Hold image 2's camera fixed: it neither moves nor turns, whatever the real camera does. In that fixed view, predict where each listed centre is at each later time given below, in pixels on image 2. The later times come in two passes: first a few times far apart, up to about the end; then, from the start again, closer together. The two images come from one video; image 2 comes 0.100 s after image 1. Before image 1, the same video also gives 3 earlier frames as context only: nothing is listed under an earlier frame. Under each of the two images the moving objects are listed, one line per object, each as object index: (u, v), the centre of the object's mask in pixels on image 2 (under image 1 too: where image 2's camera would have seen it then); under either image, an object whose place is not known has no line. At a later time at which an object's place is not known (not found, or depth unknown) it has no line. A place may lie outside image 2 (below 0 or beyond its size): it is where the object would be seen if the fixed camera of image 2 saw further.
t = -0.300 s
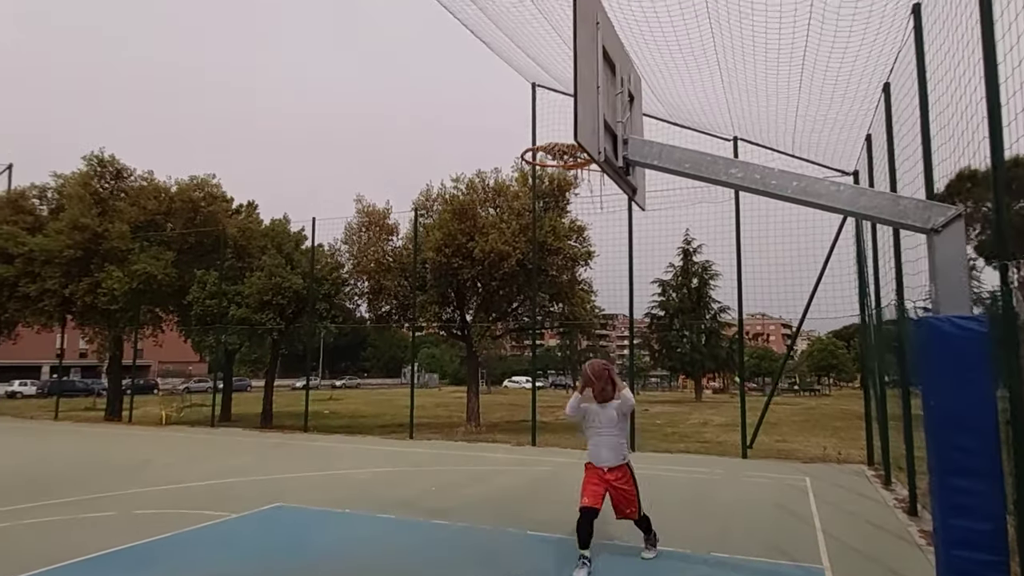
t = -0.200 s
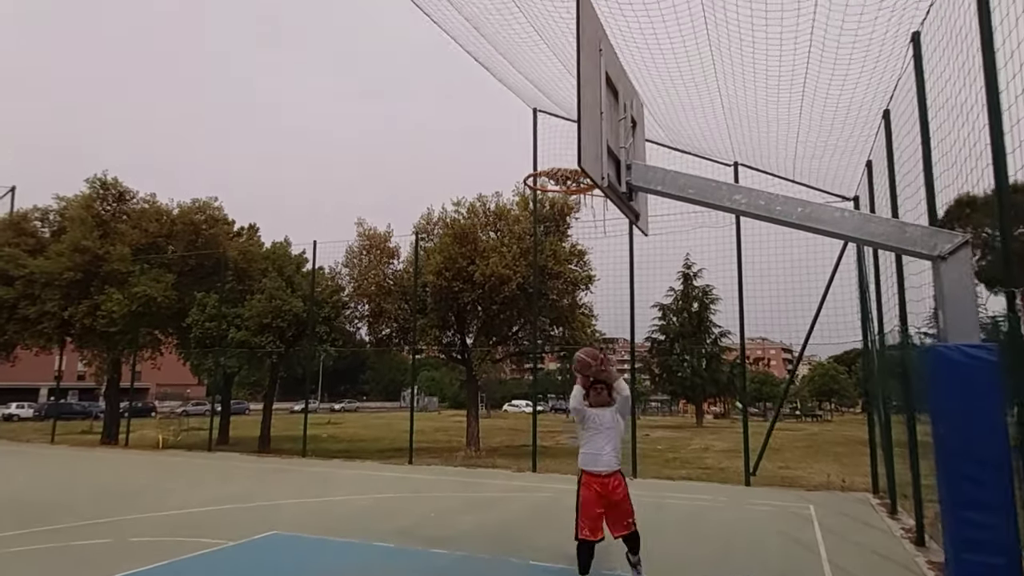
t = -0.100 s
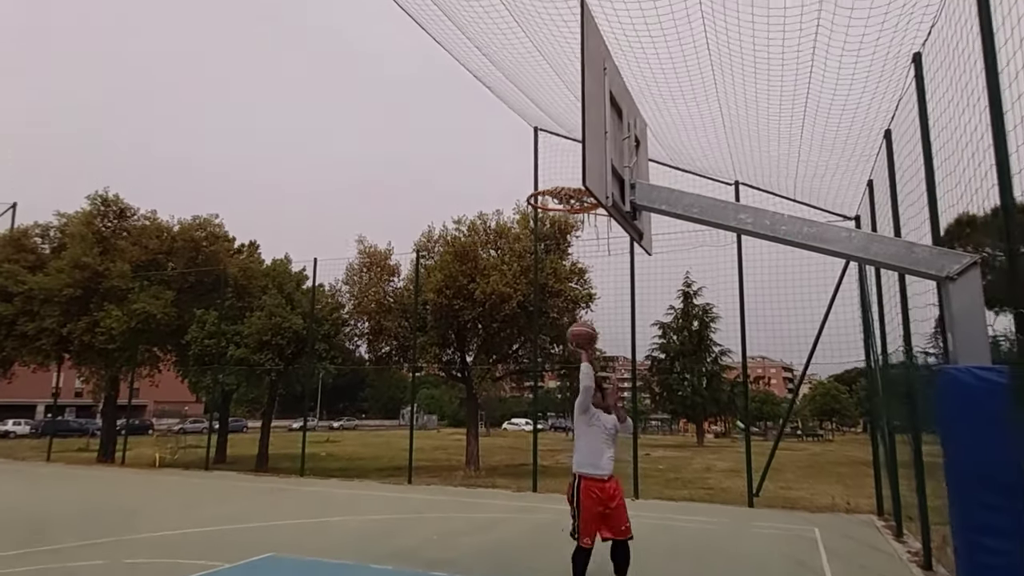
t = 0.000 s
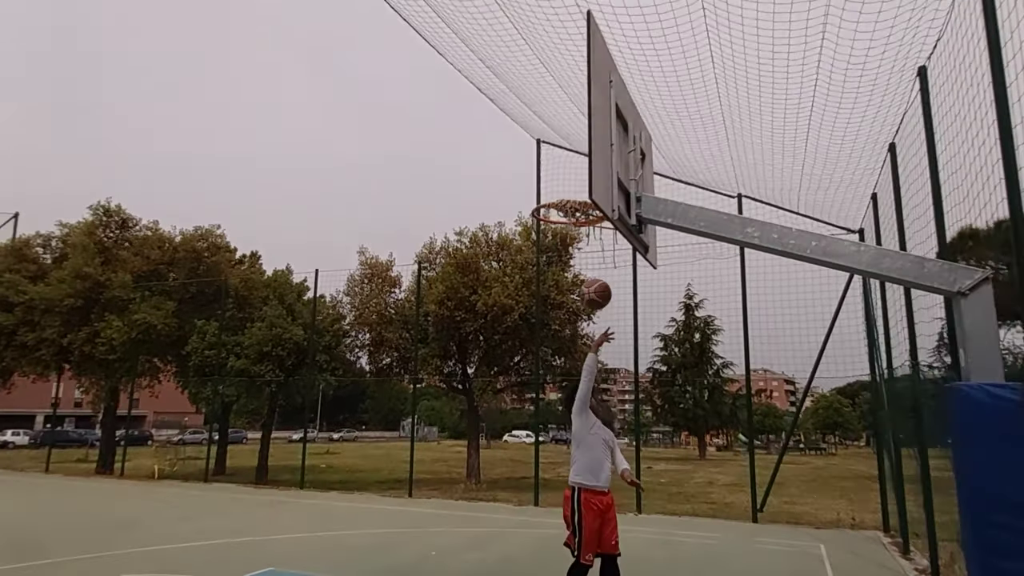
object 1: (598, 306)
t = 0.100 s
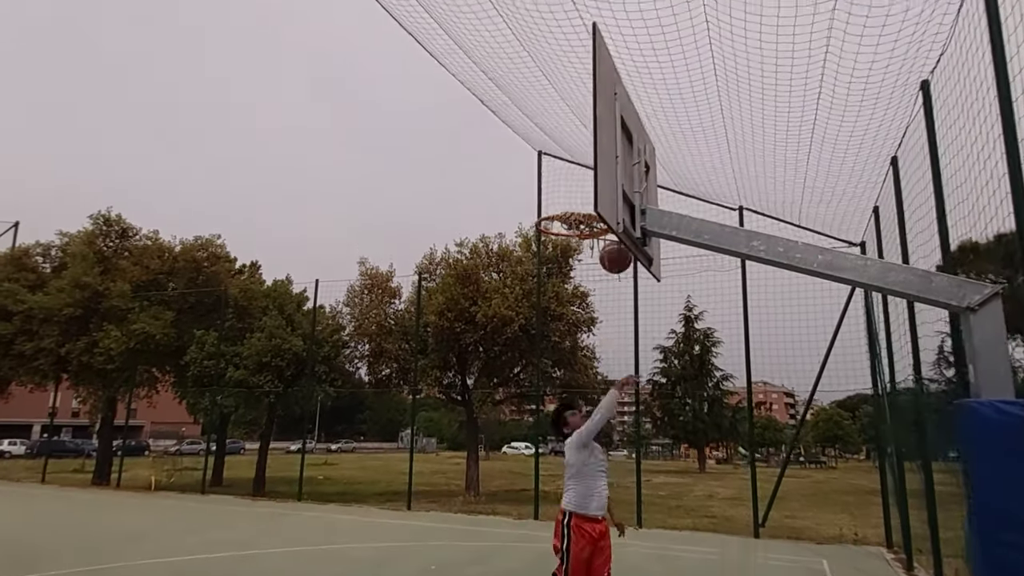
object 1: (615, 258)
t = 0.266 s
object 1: (598, 208)
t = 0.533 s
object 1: (579, 234)
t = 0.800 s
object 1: (654, 354)
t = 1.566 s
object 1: (849, 427)
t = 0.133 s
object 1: (617, 248)
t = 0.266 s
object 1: (598, 208)
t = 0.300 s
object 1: (594, 204)
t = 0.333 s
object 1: (591, 202)
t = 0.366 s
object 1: (587, 203)
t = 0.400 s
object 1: (578, 203)
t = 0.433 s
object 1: (568, 214)
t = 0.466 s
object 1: (560, 221)
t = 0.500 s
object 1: (569, 229)
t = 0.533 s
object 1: (579, 234)
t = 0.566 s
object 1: (589, 242)
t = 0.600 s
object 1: (597, 251)
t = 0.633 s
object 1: (604, 263)
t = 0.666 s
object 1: (612, 277)
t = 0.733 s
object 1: (634, 311)
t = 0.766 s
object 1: (643, 331)
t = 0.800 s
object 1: (654, 354)
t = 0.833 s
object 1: (663, 378)
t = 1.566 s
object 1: (849, 427)
